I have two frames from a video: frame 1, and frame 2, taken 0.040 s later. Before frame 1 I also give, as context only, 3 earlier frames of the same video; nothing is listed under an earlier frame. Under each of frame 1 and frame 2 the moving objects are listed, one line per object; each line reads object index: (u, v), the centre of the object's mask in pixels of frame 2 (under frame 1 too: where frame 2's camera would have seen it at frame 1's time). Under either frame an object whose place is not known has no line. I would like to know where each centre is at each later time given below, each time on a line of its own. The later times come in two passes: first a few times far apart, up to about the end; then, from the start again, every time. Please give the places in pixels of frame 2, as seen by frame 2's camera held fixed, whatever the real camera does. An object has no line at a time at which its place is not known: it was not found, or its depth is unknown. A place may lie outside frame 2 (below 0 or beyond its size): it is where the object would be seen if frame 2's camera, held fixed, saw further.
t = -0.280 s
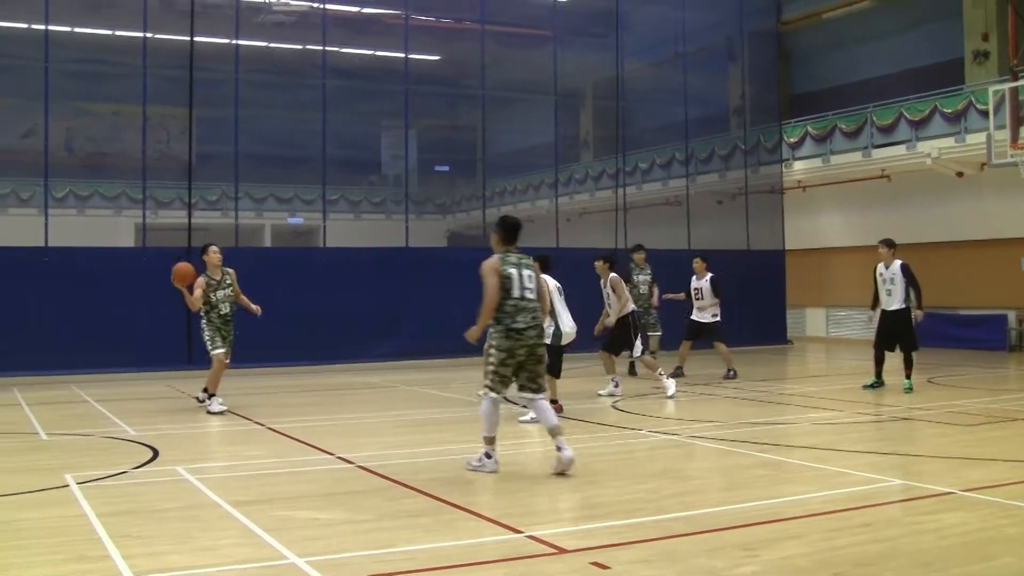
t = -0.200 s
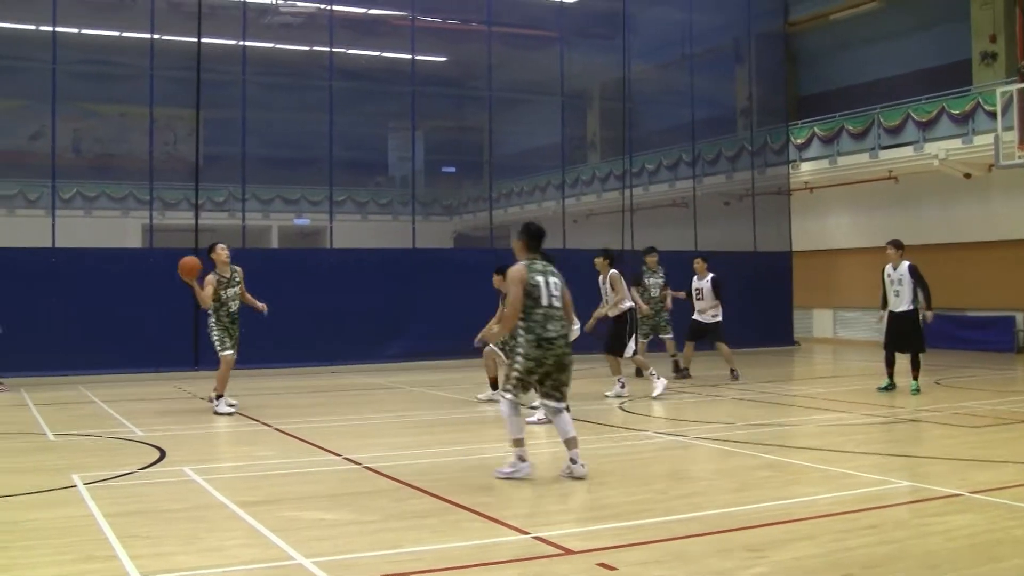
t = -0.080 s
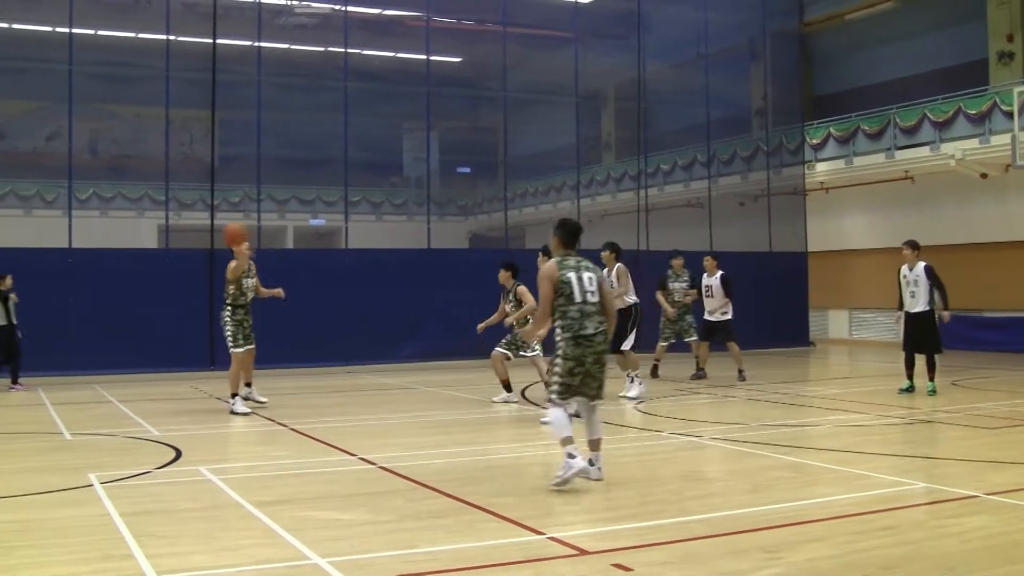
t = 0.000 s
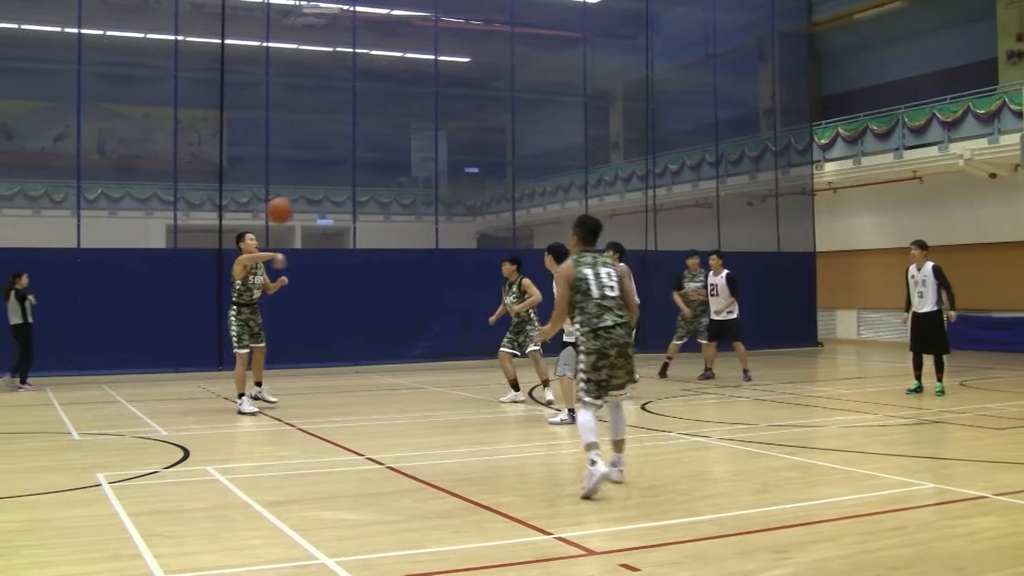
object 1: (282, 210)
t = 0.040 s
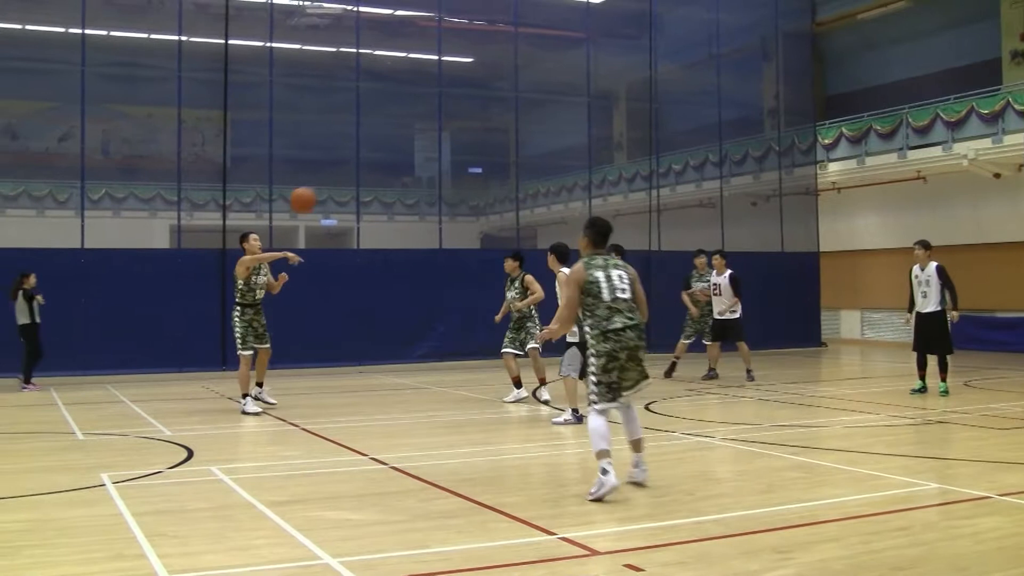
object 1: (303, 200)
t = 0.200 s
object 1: (396, 172)
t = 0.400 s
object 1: (545, 181)
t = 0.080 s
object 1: (324, 191)
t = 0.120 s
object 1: (347, 184)
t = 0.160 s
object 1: (371, 176)
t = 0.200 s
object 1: (396, 172)
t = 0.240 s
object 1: (423, 170)
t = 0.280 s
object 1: (452, 168)
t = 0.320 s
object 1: (481, 170)
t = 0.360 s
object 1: (512, 174)
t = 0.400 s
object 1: (545, 181)
